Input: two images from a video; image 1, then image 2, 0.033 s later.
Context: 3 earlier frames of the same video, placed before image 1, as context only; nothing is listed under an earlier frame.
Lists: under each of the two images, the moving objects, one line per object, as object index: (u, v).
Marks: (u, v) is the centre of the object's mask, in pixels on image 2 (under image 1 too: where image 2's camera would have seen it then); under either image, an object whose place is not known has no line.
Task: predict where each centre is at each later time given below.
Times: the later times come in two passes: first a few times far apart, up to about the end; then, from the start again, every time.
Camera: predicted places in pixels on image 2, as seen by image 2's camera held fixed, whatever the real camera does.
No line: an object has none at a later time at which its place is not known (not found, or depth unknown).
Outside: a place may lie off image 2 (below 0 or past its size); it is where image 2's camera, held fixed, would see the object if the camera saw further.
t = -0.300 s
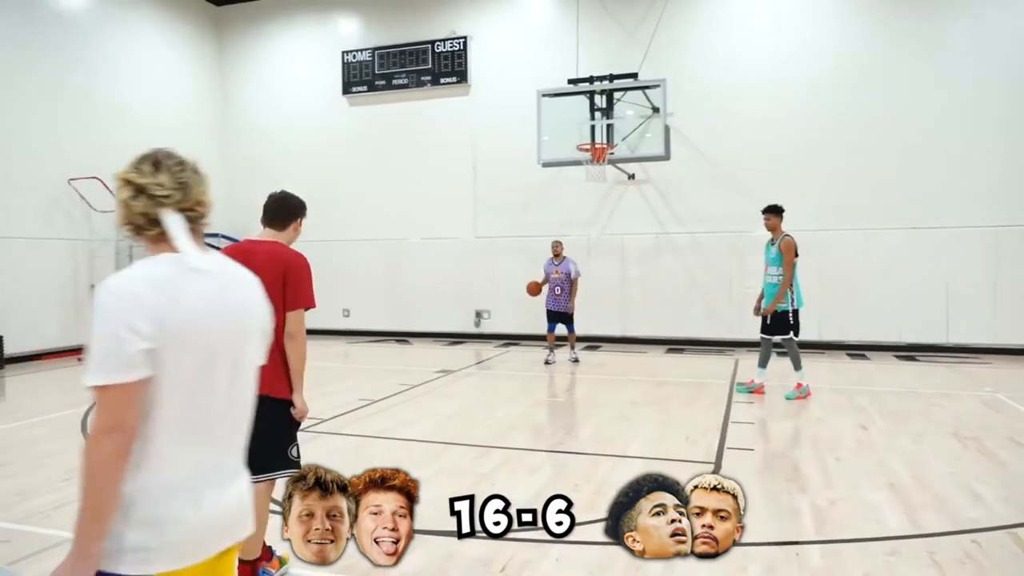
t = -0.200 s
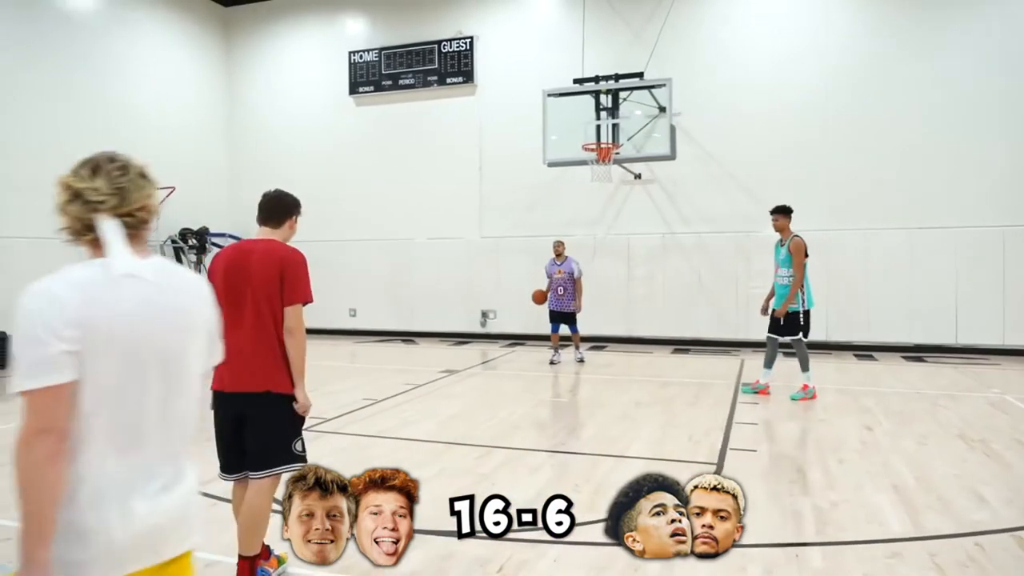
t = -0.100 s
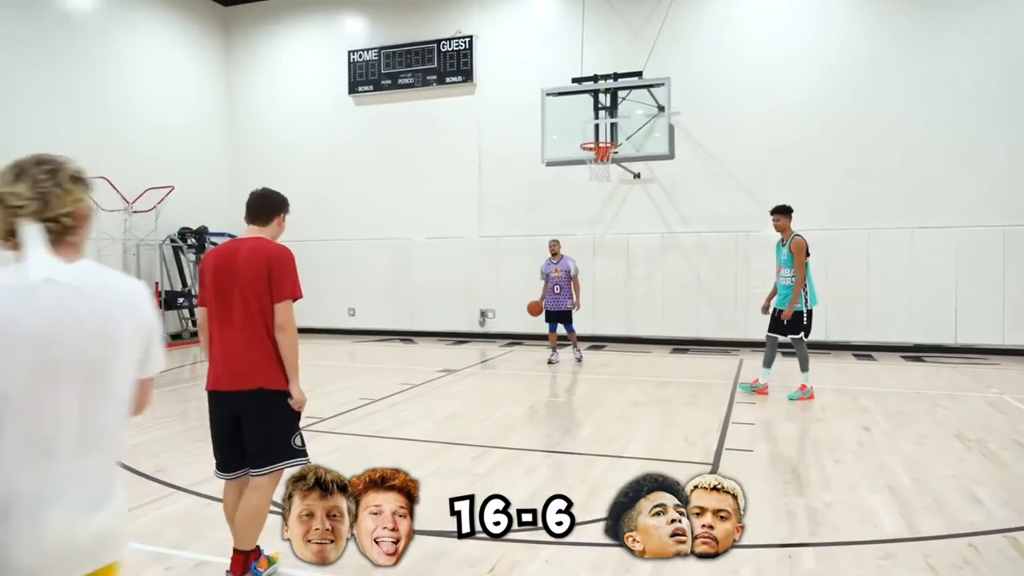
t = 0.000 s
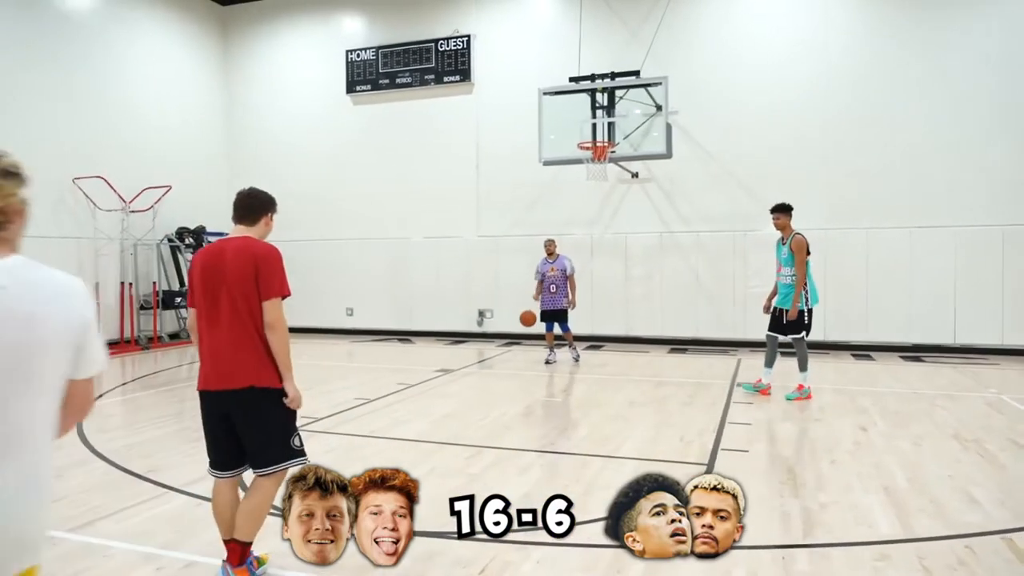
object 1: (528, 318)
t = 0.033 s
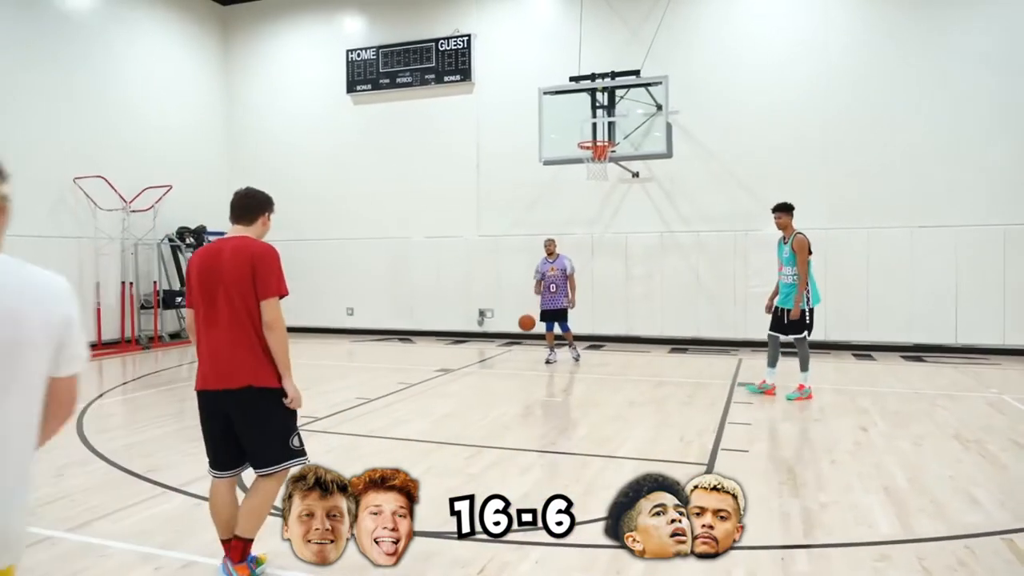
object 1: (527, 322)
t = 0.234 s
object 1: (517, 370)
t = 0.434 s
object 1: (504, 343)
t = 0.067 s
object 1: (525, 329)
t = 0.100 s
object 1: (524, 335)
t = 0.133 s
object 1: (522, 343)
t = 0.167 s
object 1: (520, 352)
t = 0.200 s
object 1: (518, 362)
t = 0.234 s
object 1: (517, 370)
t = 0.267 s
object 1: (515, 364)
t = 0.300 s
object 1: (513, 358)
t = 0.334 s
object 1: (511, 353)
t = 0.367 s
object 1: (508, 349)
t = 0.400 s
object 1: (506, 345)
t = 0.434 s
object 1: (504, 343)
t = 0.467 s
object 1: (502, 341)
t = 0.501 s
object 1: (499, 340)
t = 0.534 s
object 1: (497, 340)
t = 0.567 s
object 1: (493, 342)
